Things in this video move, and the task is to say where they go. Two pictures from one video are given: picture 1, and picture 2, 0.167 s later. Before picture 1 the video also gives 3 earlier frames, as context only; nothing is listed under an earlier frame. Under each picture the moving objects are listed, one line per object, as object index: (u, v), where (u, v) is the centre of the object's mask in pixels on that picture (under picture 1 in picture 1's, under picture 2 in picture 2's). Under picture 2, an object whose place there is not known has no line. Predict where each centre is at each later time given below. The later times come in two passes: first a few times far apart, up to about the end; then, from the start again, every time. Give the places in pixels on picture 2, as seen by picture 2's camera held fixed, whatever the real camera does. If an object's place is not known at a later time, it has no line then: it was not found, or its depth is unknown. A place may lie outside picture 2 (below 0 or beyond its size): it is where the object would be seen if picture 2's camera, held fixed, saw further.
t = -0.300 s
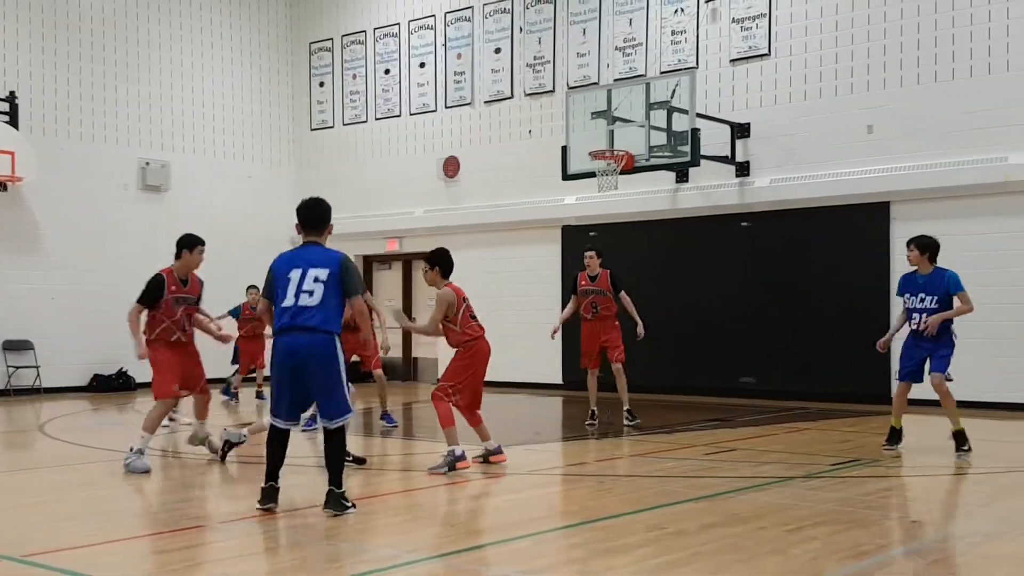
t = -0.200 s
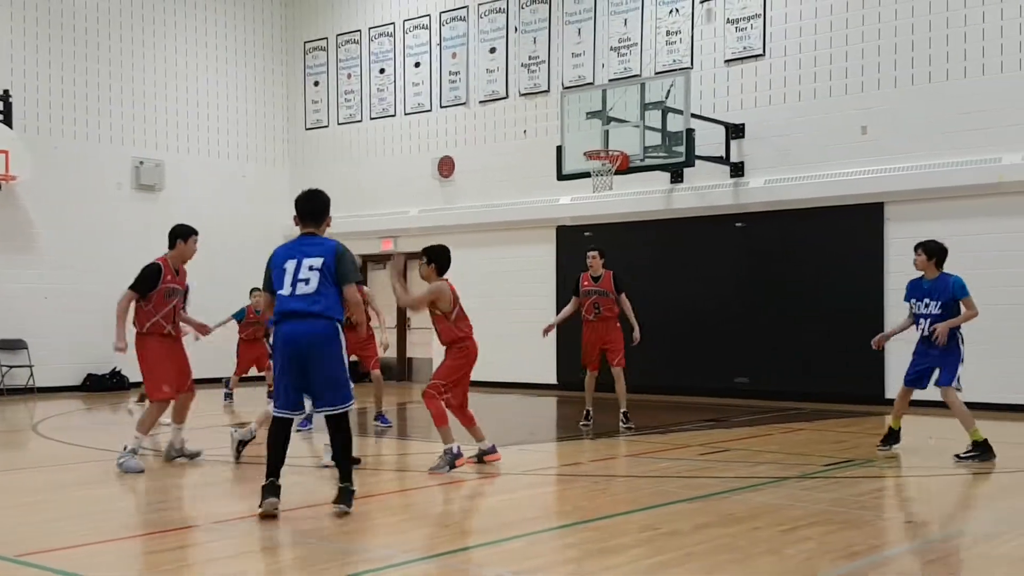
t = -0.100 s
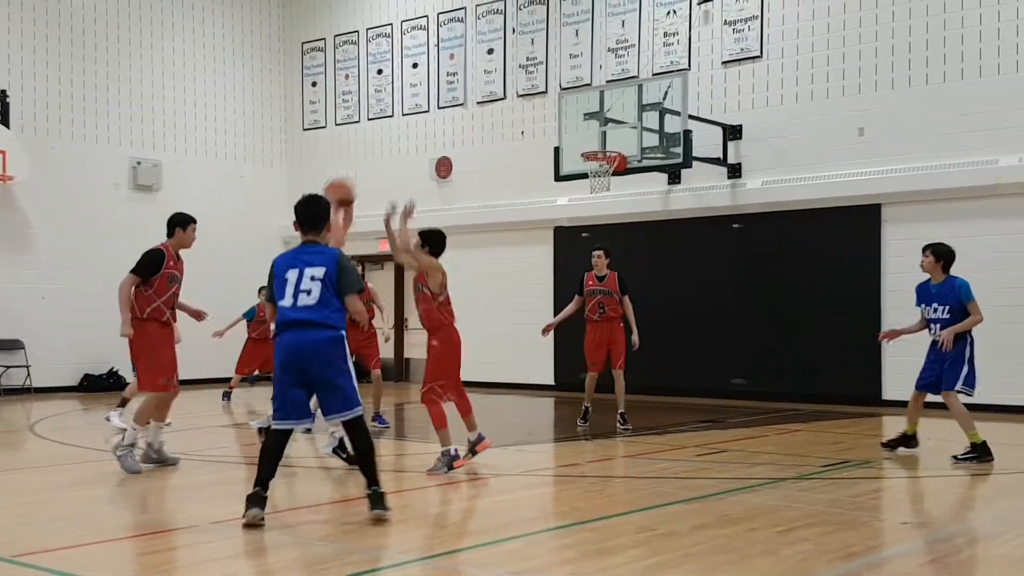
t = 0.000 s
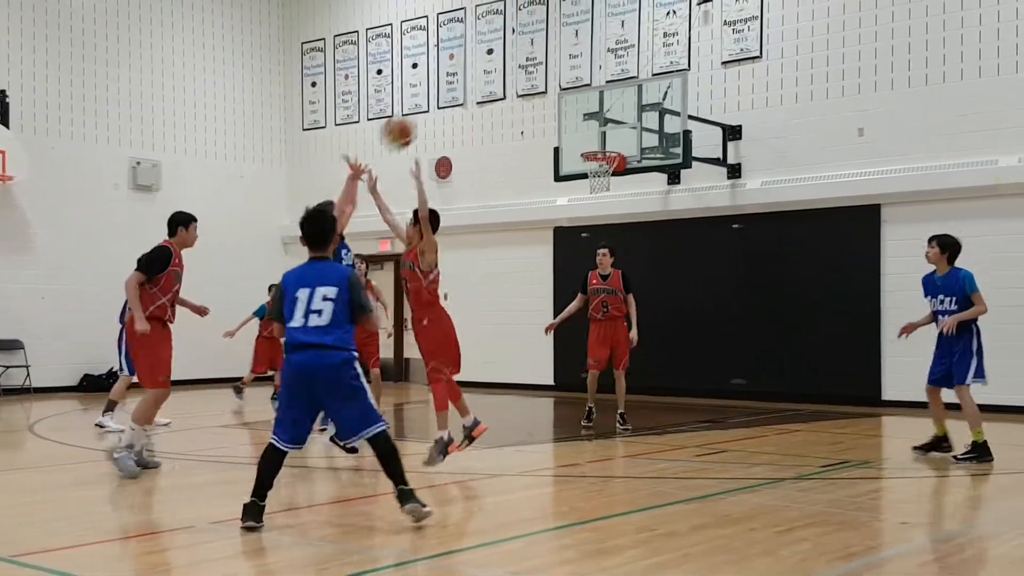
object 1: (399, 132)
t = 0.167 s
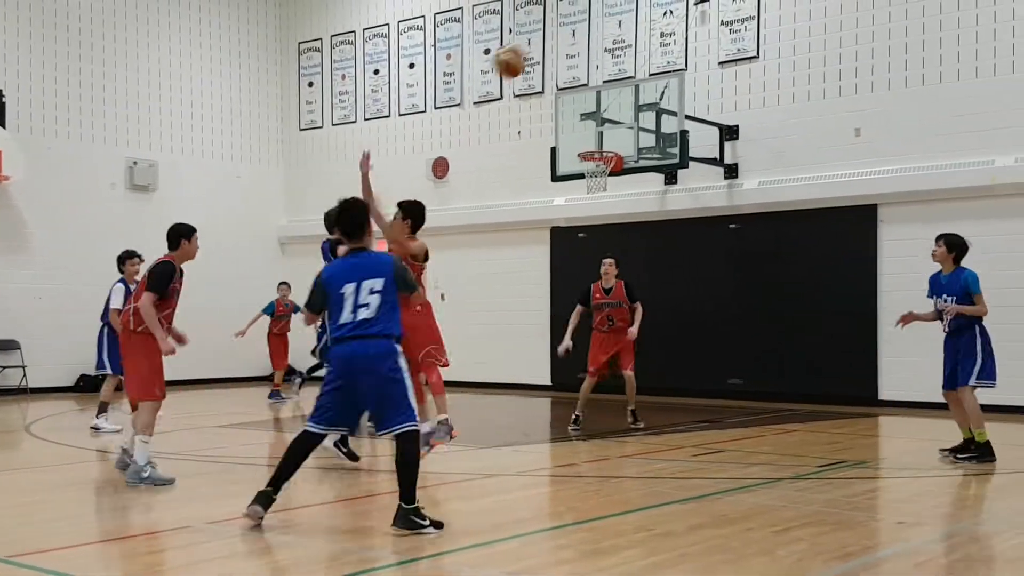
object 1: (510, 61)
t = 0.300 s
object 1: (601, 31)
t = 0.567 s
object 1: (781, 41)
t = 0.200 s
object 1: (531, 51)
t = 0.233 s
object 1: (556, 42)
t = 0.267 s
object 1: (577, 36)
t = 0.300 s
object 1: (601, 31)
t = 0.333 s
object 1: (622, 26)
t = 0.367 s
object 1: (644, 24)
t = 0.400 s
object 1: (667, 23)
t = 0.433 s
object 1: (691, 24)
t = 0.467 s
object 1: (712, 25)
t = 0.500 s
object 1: (735, 29)
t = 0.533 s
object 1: (758, 34)
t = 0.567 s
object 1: (781, 41)
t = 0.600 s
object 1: (802, 50)
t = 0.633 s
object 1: (824, 59)
